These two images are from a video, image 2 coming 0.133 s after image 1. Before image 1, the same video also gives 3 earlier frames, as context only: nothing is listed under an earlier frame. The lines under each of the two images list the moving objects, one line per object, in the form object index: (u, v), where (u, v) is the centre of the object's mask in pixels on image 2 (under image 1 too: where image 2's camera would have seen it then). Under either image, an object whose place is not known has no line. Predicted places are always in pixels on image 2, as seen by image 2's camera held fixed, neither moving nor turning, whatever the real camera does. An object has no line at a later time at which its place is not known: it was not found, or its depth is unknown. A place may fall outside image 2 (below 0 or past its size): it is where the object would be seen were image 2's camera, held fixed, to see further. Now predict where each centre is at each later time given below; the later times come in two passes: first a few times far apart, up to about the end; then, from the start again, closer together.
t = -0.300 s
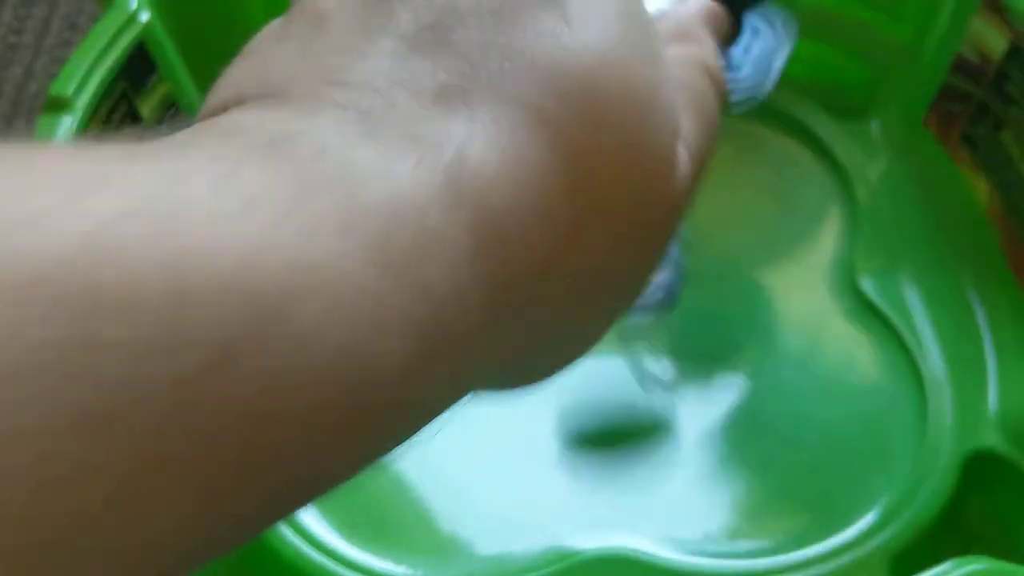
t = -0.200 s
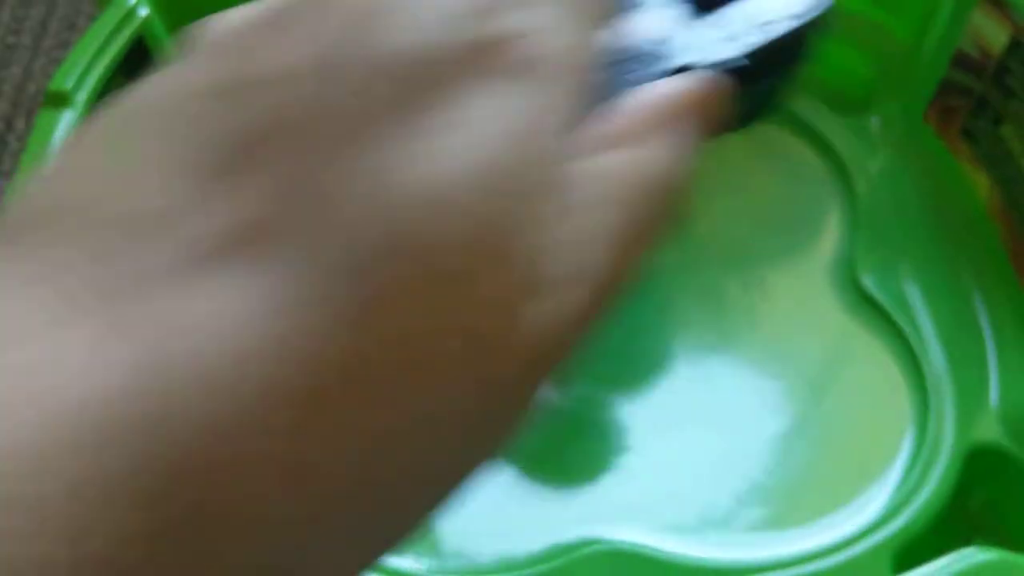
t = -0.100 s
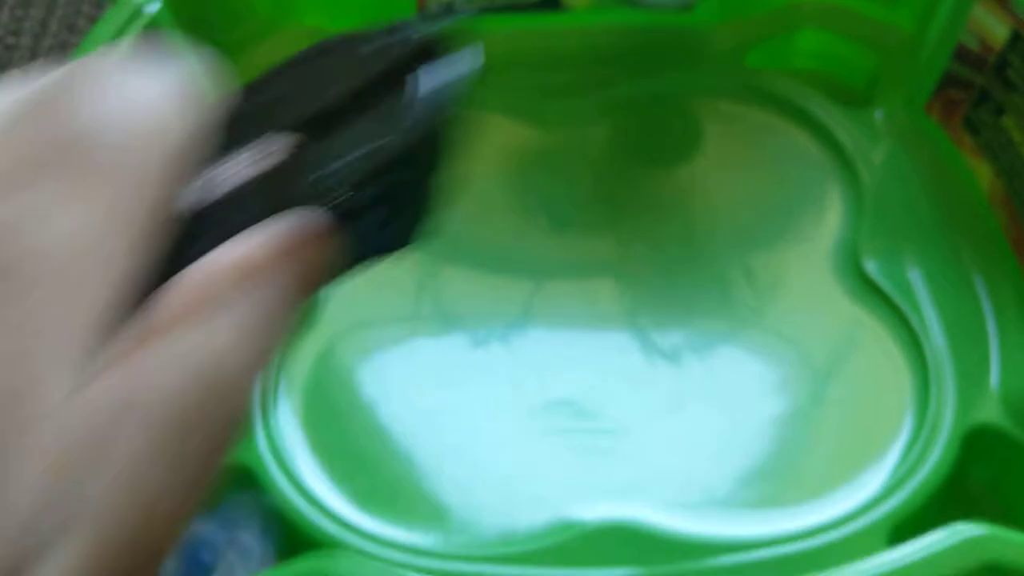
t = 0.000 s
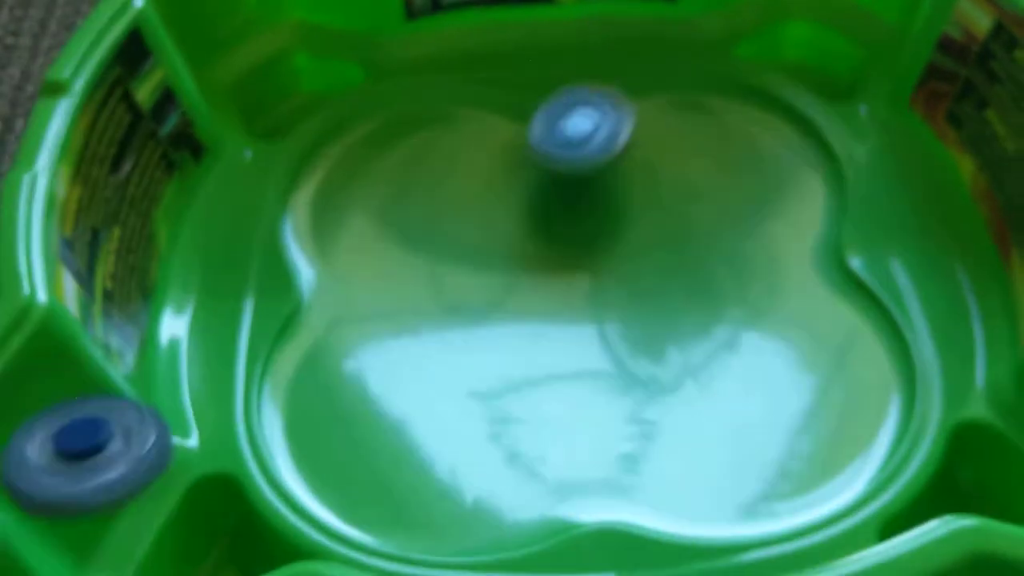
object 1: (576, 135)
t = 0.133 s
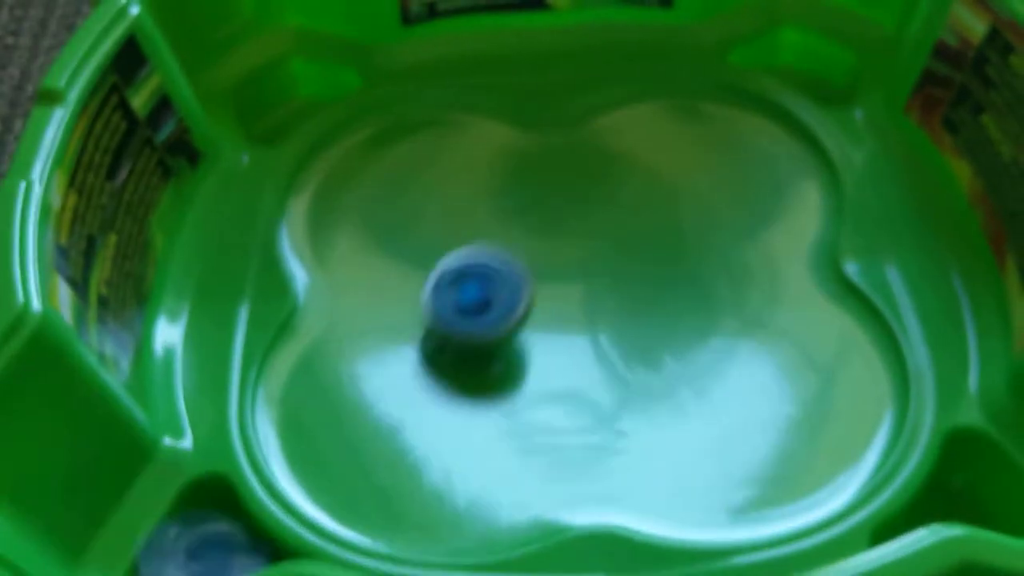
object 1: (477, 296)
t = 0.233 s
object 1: (447, 400)
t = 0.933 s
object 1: (630, 183)
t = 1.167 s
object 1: (454, 104)
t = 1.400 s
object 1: (313, 178)
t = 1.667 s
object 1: (361, 327)
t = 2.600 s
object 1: (706, 116)
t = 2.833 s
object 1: (574, 99)
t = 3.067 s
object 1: (460, 102)
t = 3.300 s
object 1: (388, 119)
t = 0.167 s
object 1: (460, 339)
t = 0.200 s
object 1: (452, 366)
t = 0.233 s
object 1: (447, 400)
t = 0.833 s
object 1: (680, 256)
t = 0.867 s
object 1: (671, 230)
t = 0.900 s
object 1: (653, 204)
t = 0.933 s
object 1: (630, 183)
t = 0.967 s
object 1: (605, 163)
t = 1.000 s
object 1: (580, 144)
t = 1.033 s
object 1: (555, 128)
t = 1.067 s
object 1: (530, 117)
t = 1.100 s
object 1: (504, 109)
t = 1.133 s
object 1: (479, 105)
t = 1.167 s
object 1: (454, 104)
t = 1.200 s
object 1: (427, 104)
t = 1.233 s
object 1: (402, 109)
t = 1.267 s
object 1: (378, 117)
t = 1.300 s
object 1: (355, 128)
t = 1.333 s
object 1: (337, 142)
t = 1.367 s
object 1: (323, 158)
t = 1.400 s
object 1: (313, 178)
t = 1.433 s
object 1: (308, 202)
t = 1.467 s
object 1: (309, 228)
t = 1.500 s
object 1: (317, 254)
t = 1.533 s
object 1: (325, 276)
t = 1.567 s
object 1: (326, 288)
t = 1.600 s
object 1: (330, 299)
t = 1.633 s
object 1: (342, 313)
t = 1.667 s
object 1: (361, 327)
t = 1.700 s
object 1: (388, 342)
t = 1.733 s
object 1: (417, 353)
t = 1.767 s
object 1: (367, 328)
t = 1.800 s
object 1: (317, 318)
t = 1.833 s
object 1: (284, 299)
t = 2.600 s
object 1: (706, 116)
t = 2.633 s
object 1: (688, 102)
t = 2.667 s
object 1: (670, 90)
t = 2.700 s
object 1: (653, 78)
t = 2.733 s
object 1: (632, 66)
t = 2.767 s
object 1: (611, 63)
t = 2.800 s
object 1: (591, 79)
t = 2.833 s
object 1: (574, 99)
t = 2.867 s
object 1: (557, 121)
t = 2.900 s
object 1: (540, 142)
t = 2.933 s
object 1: (524, 161)
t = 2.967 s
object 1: (504, 144)
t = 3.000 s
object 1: (487, 128)
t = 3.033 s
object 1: (473, 114)
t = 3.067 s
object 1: (460, 102)
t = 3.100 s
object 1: (447, 93)
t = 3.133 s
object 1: (433, 84)
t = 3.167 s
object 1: (420, 85)
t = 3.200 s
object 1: (410, 93)
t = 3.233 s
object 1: (401, 102)
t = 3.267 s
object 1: (393, 110)
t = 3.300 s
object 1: (388, 119)
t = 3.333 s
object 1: (384, 128)
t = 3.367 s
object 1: (384, 138)
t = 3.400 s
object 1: (388, 151)
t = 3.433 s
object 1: (394, 167)
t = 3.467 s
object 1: (404, 183)
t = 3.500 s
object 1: (417, 201)
